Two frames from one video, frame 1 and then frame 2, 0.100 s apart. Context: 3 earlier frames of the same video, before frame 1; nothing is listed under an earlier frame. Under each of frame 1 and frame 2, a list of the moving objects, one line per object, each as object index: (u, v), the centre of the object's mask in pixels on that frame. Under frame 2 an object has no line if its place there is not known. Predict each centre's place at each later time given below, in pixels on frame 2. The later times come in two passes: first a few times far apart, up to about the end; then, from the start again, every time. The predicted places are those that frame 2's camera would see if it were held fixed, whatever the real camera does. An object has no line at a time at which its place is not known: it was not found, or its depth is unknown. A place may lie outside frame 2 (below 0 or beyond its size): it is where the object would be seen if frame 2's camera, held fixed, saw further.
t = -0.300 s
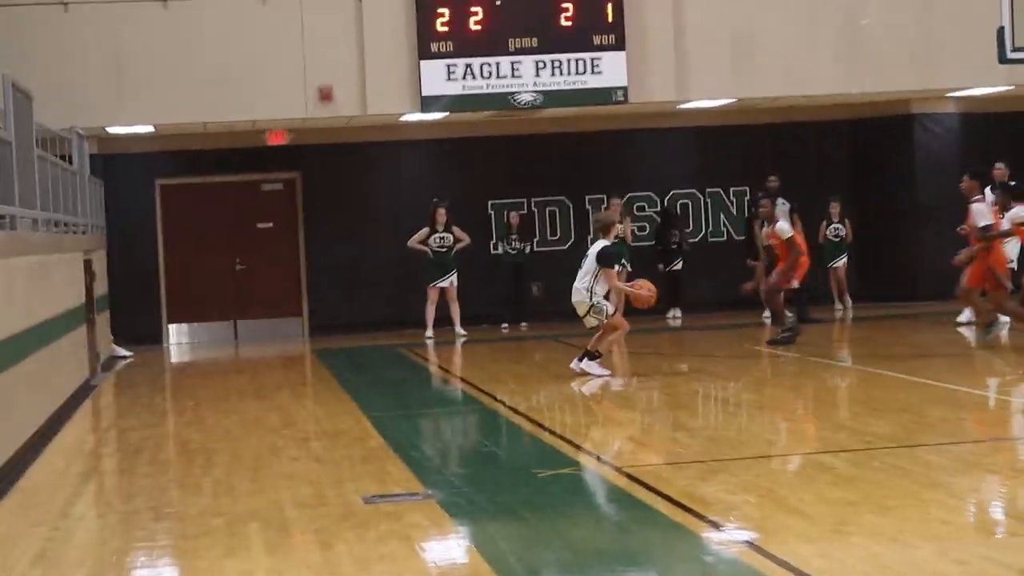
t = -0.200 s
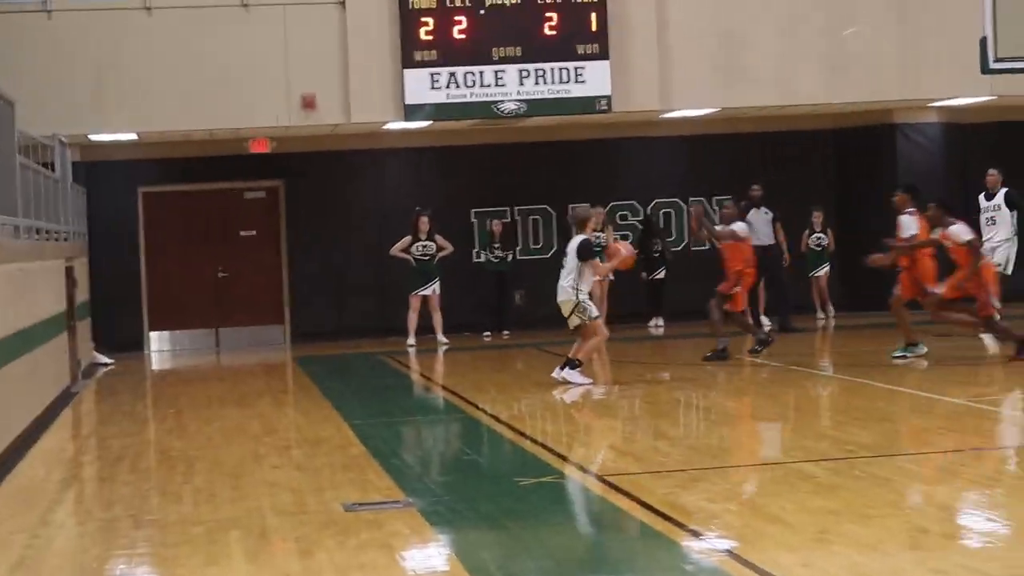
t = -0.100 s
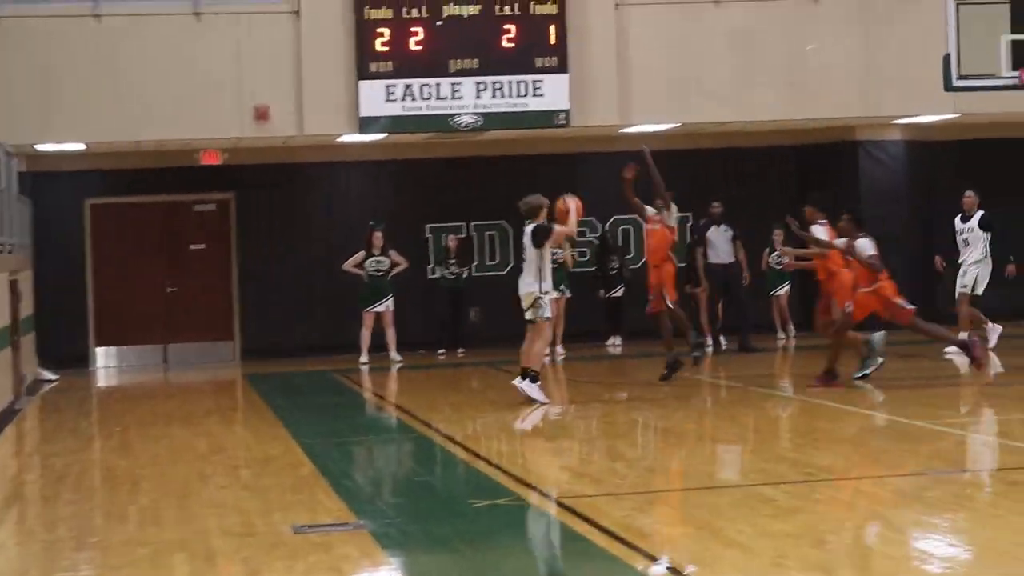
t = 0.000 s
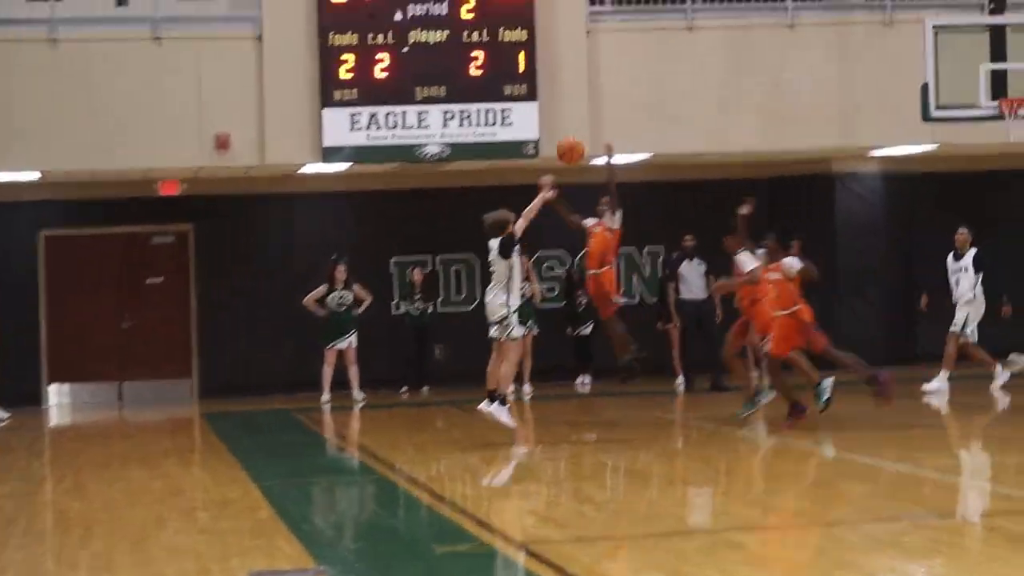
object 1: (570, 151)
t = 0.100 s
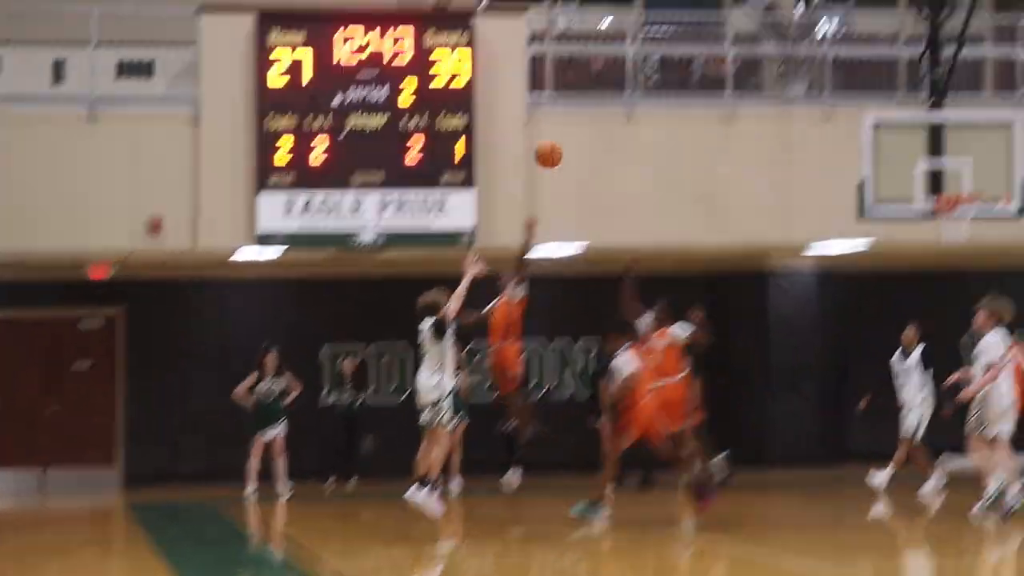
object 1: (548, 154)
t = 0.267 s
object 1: (609, 47)
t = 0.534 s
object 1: (691, -45)
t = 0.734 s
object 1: (751, -62)
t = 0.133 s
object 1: (561, 129)
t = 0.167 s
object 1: (573, 105)
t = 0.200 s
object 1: (586, 84)
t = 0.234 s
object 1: (597, 65)
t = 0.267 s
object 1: (609, 47)
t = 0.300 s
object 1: (620, 30)
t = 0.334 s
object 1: (632, 15)
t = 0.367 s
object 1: (641, 3)
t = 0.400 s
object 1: (651, -9)
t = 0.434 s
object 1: (663, -21)
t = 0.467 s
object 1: (672, -30)
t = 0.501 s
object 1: (681, -36)
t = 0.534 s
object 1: (691, -45)
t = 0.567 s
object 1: (702, -51)
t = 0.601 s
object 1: (712, -56)
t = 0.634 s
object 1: (722, -60)
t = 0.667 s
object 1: (731, -61)
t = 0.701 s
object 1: (742, -62)
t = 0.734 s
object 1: (751, -62)
